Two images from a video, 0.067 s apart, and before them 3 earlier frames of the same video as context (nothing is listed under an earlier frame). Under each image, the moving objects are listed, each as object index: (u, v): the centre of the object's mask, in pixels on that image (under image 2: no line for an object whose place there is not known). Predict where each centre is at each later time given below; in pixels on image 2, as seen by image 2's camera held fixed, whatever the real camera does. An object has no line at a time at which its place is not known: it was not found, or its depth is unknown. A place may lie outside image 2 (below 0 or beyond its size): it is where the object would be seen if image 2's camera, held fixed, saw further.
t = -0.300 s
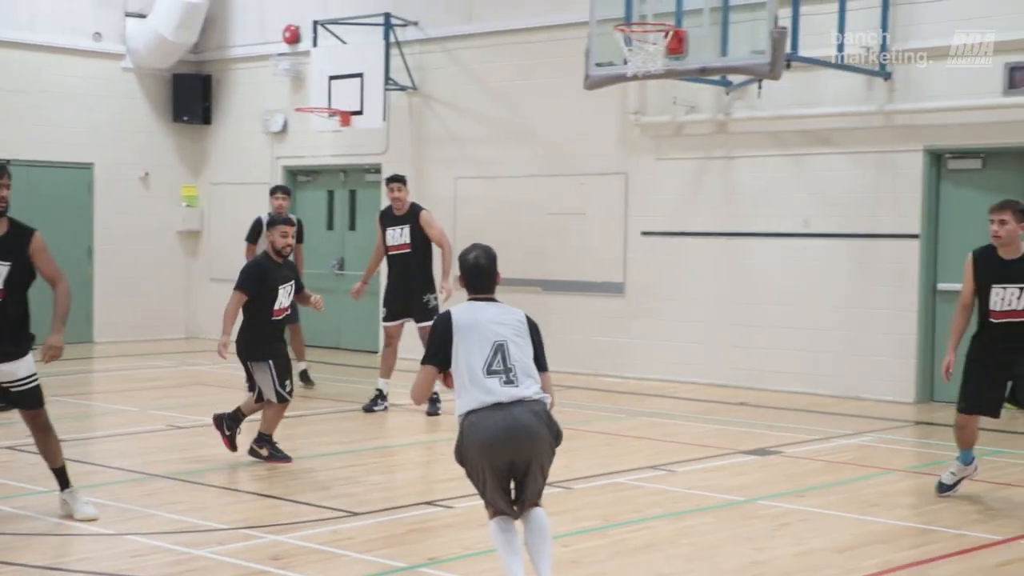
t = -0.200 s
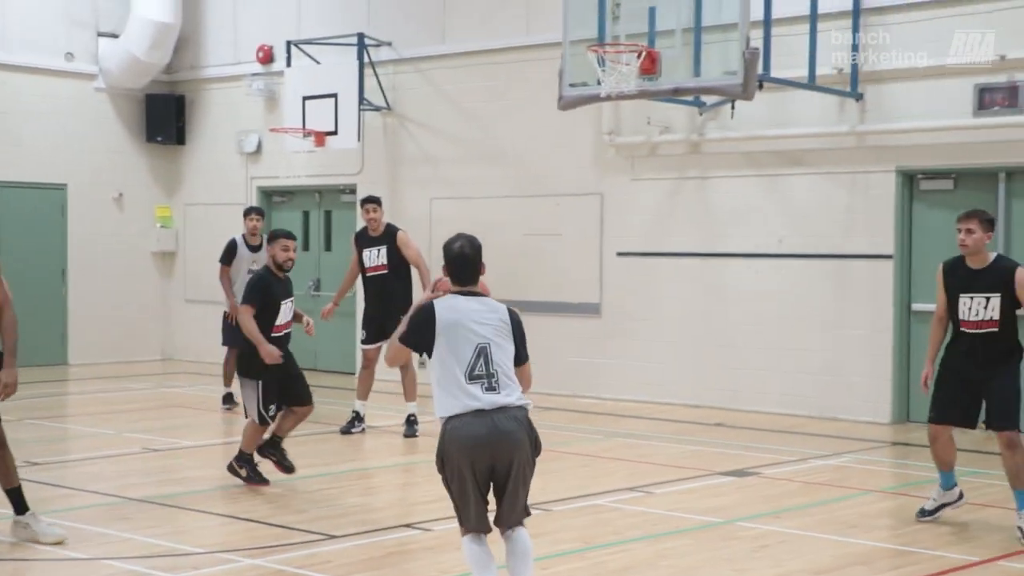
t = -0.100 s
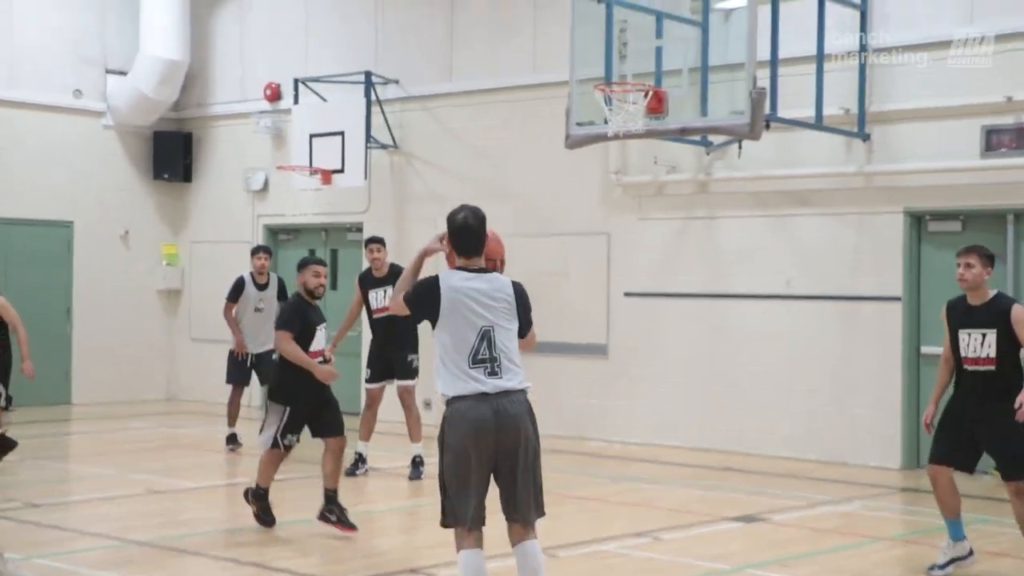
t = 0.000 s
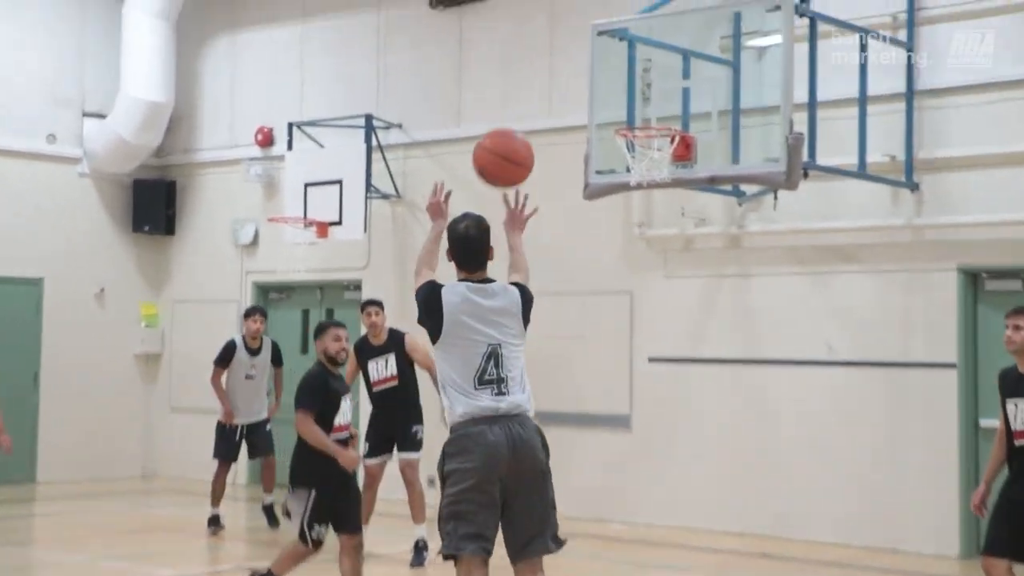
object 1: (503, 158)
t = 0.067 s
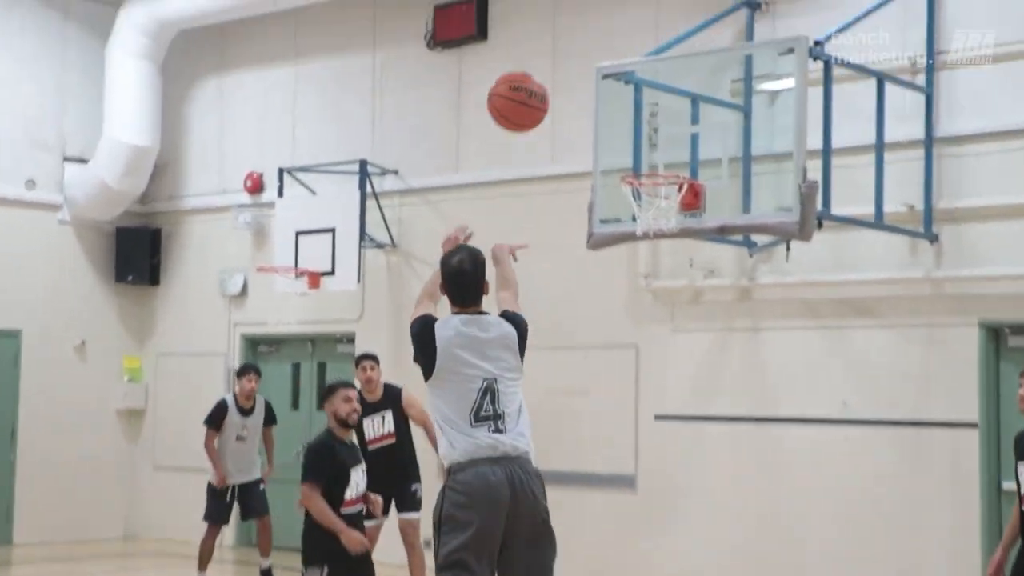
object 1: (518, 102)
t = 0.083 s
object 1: (521, 79)
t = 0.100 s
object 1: (525, 57)
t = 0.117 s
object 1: (528, 36)
